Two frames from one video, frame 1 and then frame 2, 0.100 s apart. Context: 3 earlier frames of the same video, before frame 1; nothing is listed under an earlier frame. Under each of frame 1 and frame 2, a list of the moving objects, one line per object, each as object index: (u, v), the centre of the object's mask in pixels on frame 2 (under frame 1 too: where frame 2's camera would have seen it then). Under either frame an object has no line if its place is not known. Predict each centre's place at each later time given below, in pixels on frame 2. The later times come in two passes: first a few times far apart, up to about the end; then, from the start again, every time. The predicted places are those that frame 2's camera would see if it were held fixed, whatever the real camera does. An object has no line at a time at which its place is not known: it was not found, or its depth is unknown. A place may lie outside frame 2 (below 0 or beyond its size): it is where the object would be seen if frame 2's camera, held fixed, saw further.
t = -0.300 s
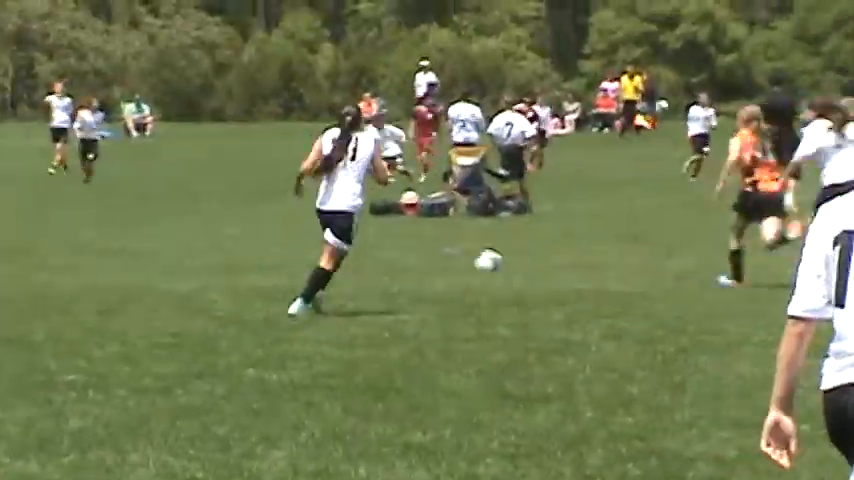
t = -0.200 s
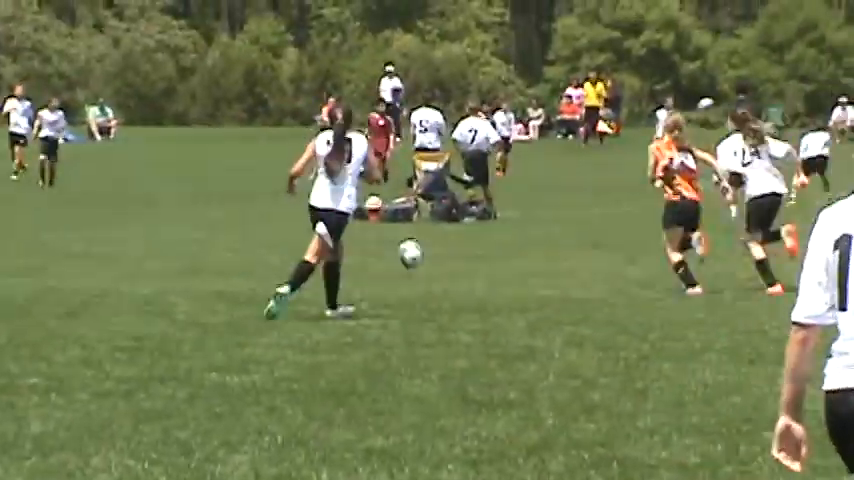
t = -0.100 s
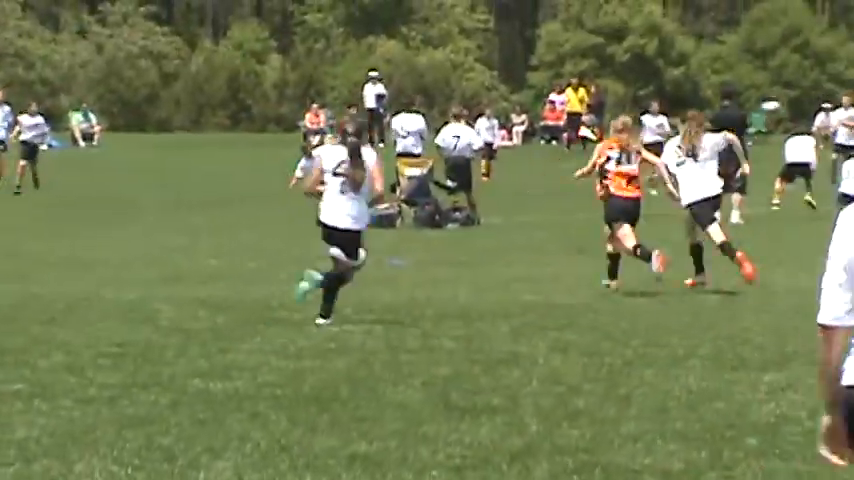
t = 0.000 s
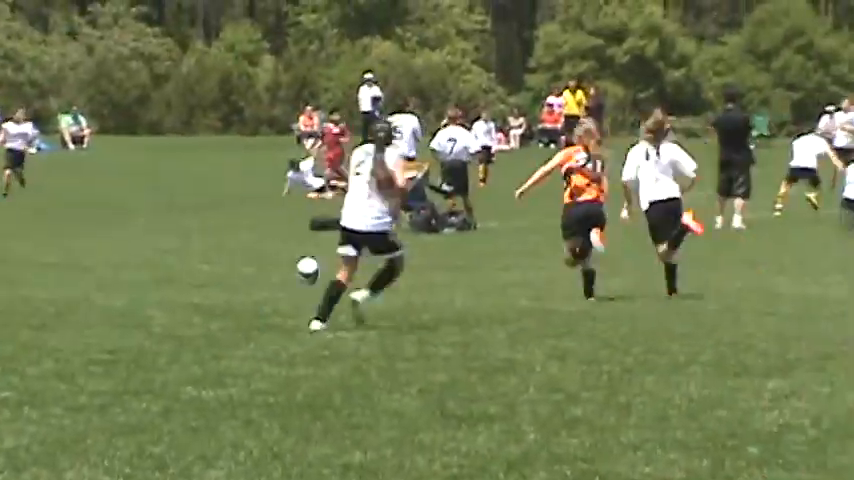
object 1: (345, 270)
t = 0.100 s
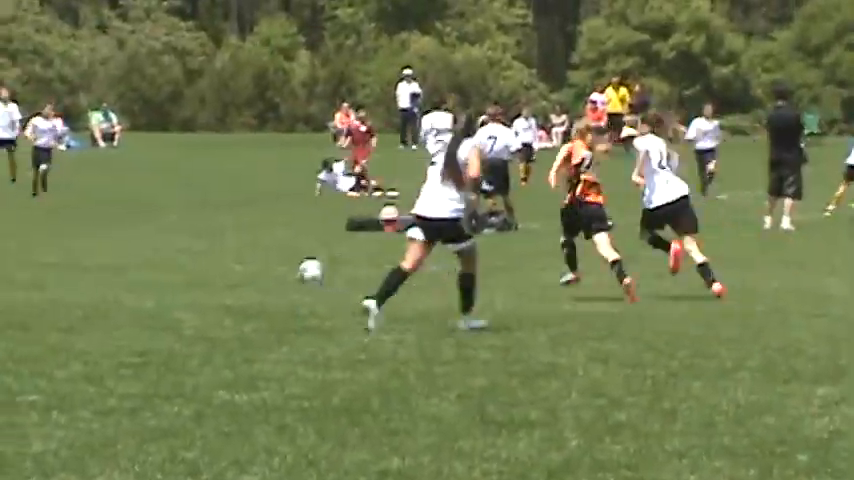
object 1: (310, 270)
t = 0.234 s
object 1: (277, 263)
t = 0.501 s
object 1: (214, 264)
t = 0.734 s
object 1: (165, 265)
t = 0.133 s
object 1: (303, 268)
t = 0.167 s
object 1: (293, 265)
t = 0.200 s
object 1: (285, 263)
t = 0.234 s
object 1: (277, 263)
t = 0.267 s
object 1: (268, 264)
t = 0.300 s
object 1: (260, 267)
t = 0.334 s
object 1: (251, 270)
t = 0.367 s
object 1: (244, 270)
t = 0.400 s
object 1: (235, 268)
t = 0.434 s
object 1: (229, 266)
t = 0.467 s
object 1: (221, 265)
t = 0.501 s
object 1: (214, 264)
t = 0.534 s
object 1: (207, 264)
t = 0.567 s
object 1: (199, 265)
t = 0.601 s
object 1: (192, 267)
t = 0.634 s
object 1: (185, 268)
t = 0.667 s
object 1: (178, 267)
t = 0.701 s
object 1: (173, 266)
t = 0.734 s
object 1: (165, 265)
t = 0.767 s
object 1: (159, 265)
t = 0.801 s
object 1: (152, 268)
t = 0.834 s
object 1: (146, 267)
